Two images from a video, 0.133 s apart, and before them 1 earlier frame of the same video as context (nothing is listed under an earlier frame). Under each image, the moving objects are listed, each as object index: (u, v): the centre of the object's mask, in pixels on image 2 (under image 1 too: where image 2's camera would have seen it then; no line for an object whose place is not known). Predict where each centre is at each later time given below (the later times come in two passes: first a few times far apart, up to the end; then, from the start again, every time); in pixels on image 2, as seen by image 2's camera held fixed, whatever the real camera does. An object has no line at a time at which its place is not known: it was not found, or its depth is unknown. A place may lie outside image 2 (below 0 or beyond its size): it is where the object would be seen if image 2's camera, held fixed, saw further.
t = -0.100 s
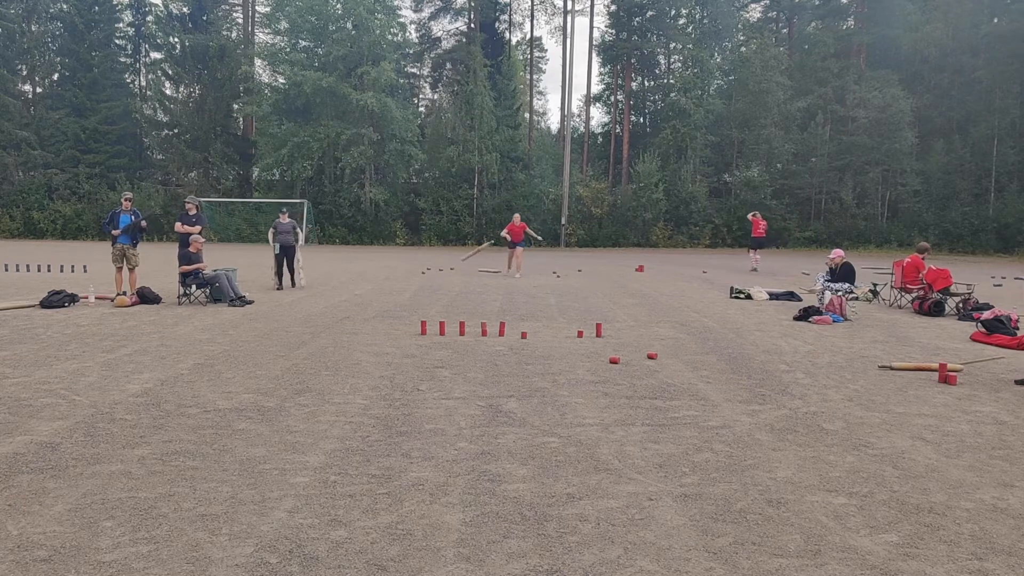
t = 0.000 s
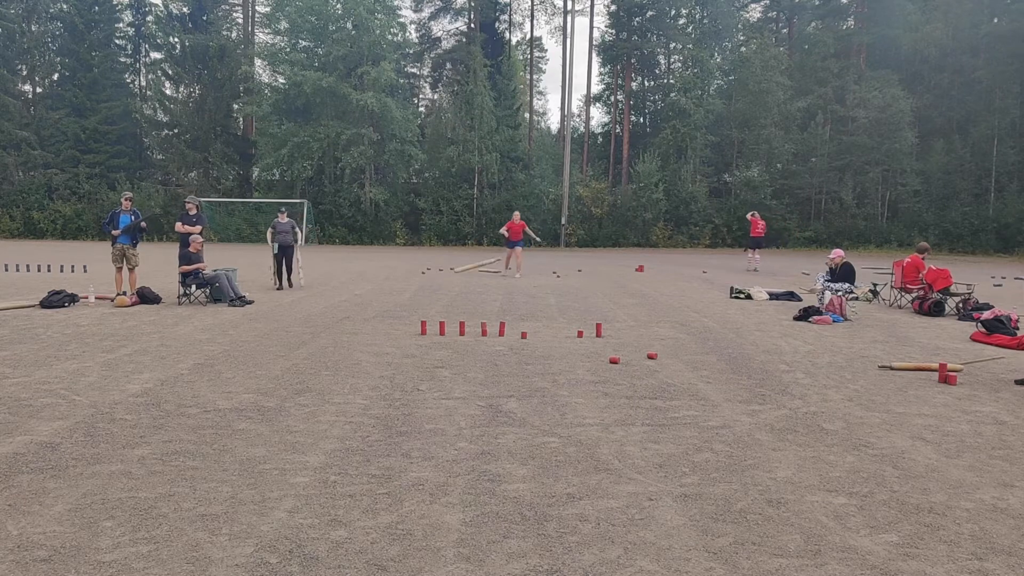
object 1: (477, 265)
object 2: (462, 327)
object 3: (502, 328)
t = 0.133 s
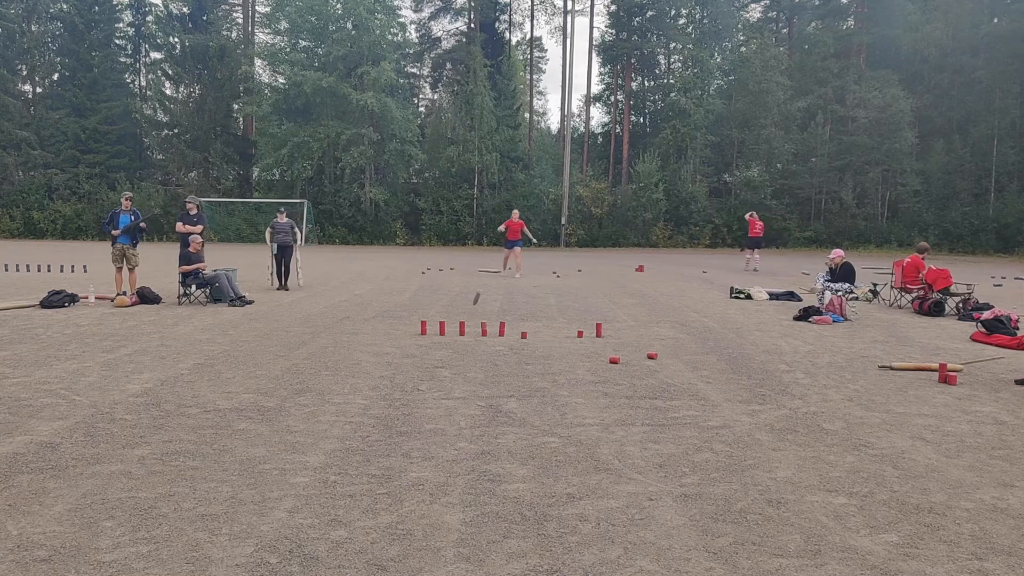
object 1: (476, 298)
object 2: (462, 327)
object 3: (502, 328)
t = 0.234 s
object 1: (459, 321)
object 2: (462, 328)
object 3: (502, 328)
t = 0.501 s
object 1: (489, 327)
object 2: (460, 296)
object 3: (515, 301)
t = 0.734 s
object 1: (505, 360)
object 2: (458, 304)
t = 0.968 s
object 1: (523, 375)
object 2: (456, 337)
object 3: (534, 340)
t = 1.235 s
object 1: (548, 388)
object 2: (456, 342)
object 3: (542, 341)
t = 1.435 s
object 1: (562, 394)
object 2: (458, 342)
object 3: (548, 341)
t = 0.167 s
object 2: (462, 327)
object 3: (502, 328)
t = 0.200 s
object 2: (462, 328)
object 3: (502, 328)
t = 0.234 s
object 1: (459, 321)
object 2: (462, 328)
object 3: (502, 328)
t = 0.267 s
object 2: (462, 327)
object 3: (503, 321)
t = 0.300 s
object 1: (480, 328)
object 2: (462, 321)
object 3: (505, 316)
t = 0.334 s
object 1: (481, 326)
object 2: (461, 315)
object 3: (507, 311)
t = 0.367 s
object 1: (482, 324)
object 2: (461, 309)
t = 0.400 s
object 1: (483, 324)
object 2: (461, 304)
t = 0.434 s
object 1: (485, 324)
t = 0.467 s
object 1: (486, 325)
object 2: (461, 297)
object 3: (513, 301)
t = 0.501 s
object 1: (489, 327)
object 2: (460, 296)
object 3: (515, 301)
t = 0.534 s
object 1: (492, 330)
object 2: (460, 294)
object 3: (517, 301)
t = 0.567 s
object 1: (494, 335)
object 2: (459, 294)
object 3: (518, 302)
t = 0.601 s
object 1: (495, 340)
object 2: (459, 294)
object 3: (520, 304)
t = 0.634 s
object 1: (497, 346)
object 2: (459, 295)
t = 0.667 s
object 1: (500, 353)
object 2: (458, 296)
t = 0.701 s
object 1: (502, 358)
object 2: (458, 299)
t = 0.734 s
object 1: (505, 360)
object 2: (458, 304)
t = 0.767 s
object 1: (507, 362)
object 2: (457, 308)
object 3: (528, 327)
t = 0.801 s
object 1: (510, 365)
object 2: (457, 314)
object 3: (531, 335)
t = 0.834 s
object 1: (512, 366)
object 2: (457, 320)
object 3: (531, 339)
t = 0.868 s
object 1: (515, 368)
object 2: (456, 327)
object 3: (532, 338)
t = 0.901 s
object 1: (518, 371)
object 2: (456, 335)
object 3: (532, 339)
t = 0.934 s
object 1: (521, 373)
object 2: (456, 338)
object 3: (533, 339)
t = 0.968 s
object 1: (523, 375)
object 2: (456, 337)
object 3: (534, 340)
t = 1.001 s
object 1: (526, 376)
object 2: (456, 337)
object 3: (534, 340)
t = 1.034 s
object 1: (529, 378)
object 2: (456, 338)
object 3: (536, 341)
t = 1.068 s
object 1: (532, 380)
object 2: (456, 338)
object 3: (537, 340)
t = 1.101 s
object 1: (535, 381)
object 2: (456, 338)
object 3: (538, 340)
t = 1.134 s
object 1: (539, 383)
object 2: (456, 340)
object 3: (539, 341)
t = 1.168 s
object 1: (542, 385)
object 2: (456, 341)
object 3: (540, 341)
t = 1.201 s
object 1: (545, 386)
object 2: (456, 341)
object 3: (541, 341)
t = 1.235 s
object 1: (548, 388)
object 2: (456, 342)
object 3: (542, 341)
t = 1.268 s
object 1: (552, 389)
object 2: (457, 342)
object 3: (543, 341)
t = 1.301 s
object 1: (554, 390)
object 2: (457, 342)
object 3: (544, 341)
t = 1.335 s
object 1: (556, 391)
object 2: (457, 342)
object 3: (545, 341)
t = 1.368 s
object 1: (559, 392)
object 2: (458, 342)
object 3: (546, 341)
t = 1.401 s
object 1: (560, 393)
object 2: (458, 342)
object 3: (547, 341)
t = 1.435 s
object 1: (562, 394)
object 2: (458, 342)
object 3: (548, 341)
